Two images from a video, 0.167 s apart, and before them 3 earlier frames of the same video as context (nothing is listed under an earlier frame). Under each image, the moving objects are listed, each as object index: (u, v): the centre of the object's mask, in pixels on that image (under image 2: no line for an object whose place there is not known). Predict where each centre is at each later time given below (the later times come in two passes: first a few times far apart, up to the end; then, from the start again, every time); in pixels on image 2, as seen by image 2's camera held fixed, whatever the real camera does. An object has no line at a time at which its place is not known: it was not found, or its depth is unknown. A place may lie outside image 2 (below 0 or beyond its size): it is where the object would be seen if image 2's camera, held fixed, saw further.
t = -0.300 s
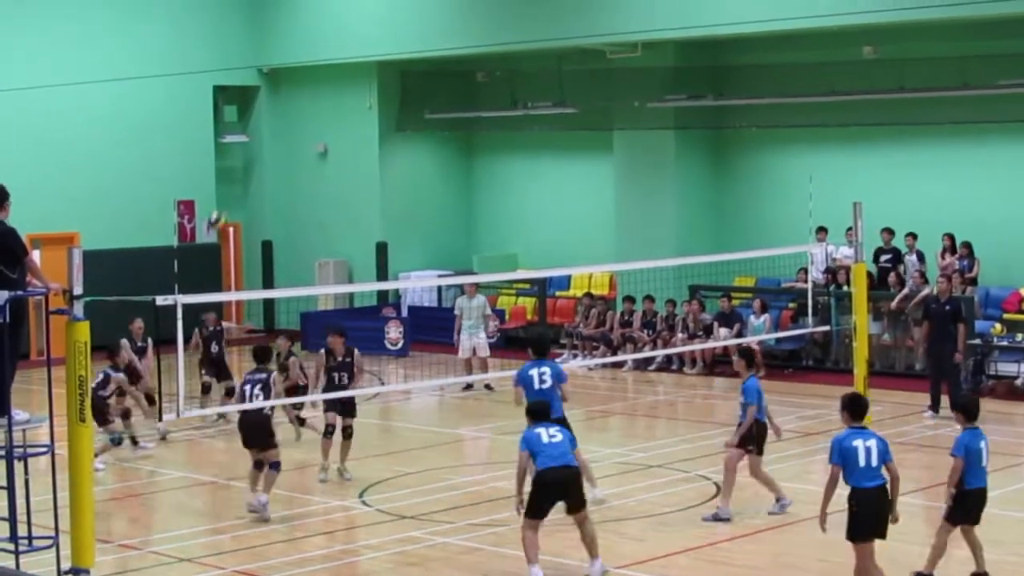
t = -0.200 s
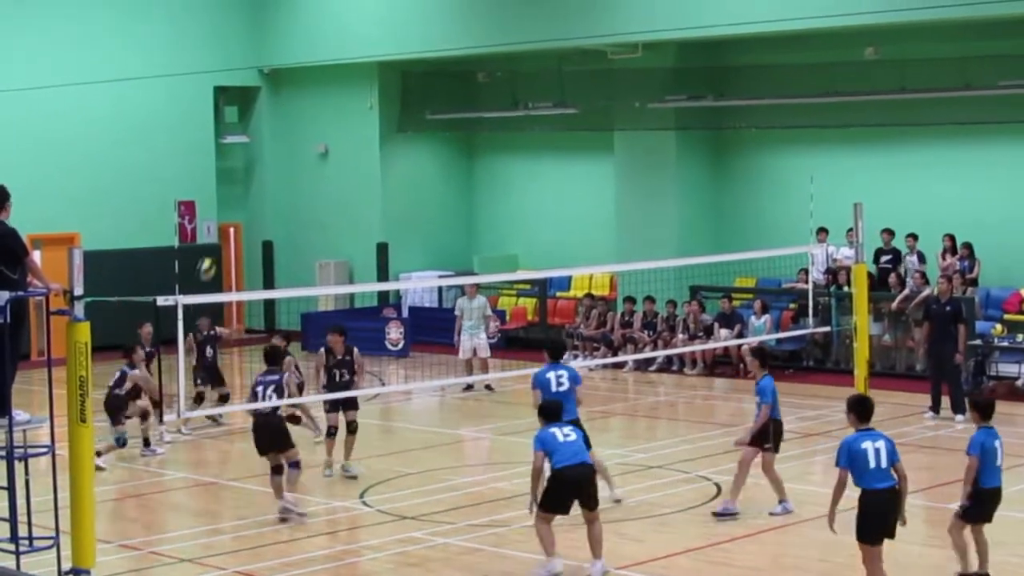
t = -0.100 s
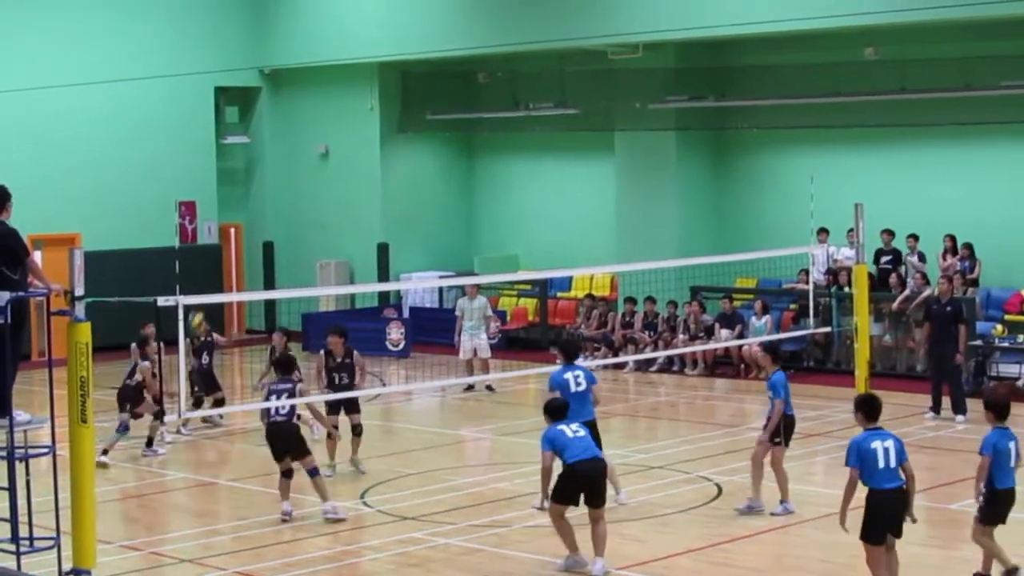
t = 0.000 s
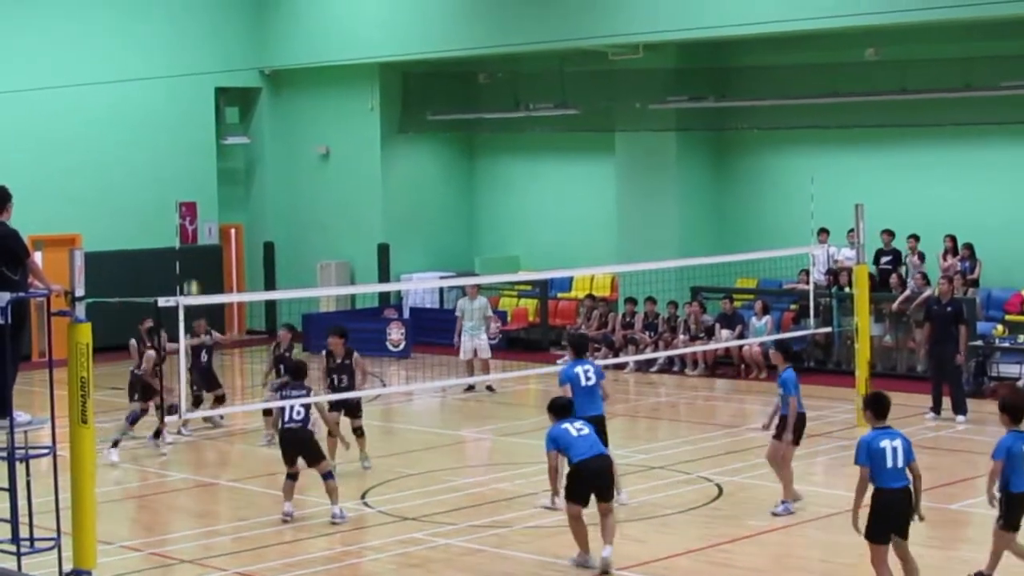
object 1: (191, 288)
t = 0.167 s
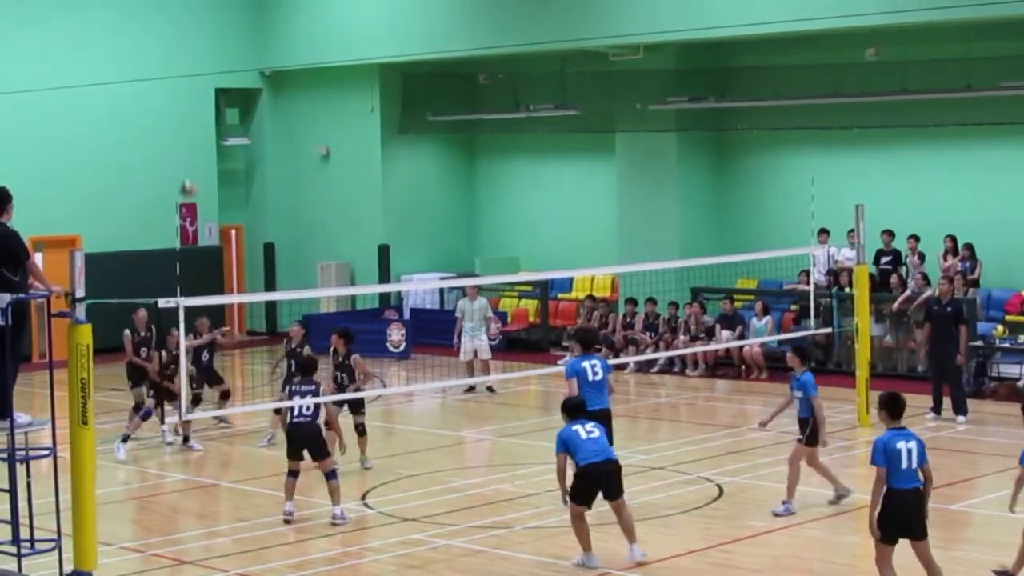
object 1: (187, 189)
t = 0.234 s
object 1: (186, 155)
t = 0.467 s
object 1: (181, 72)
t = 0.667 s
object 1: (176, 37)
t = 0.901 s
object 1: (173, 37)
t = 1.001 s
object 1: (172, 51)
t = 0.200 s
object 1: (187, 172)
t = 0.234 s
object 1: (186, 155)
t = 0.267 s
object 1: (185, 142)
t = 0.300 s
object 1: (184, 127)
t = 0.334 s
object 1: (183, 114)
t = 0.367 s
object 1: (183, 101)
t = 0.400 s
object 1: (182, 90)
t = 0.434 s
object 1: (181, 80)
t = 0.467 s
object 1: (181, 72)
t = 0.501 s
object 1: (180, 63)
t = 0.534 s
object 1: (180, 56)
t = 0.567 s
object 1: (179, 50)
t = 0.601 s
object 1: (178, 45)
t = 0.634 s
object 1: (177, 40)
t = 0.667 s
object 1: (176, 37)
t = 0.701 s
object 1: (176, 34)
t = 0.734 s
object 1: (175, 33)
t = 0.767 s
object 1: (175, 32)
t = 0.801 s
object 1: (174, 32)
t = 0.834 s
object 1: (174, 34)
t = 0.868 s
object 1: (173, 35)
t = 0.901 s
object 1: (173, 37)
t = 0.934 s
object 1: (172, 41)
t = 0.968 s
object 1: (172, 44)
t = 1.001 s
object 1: (172, 51)
